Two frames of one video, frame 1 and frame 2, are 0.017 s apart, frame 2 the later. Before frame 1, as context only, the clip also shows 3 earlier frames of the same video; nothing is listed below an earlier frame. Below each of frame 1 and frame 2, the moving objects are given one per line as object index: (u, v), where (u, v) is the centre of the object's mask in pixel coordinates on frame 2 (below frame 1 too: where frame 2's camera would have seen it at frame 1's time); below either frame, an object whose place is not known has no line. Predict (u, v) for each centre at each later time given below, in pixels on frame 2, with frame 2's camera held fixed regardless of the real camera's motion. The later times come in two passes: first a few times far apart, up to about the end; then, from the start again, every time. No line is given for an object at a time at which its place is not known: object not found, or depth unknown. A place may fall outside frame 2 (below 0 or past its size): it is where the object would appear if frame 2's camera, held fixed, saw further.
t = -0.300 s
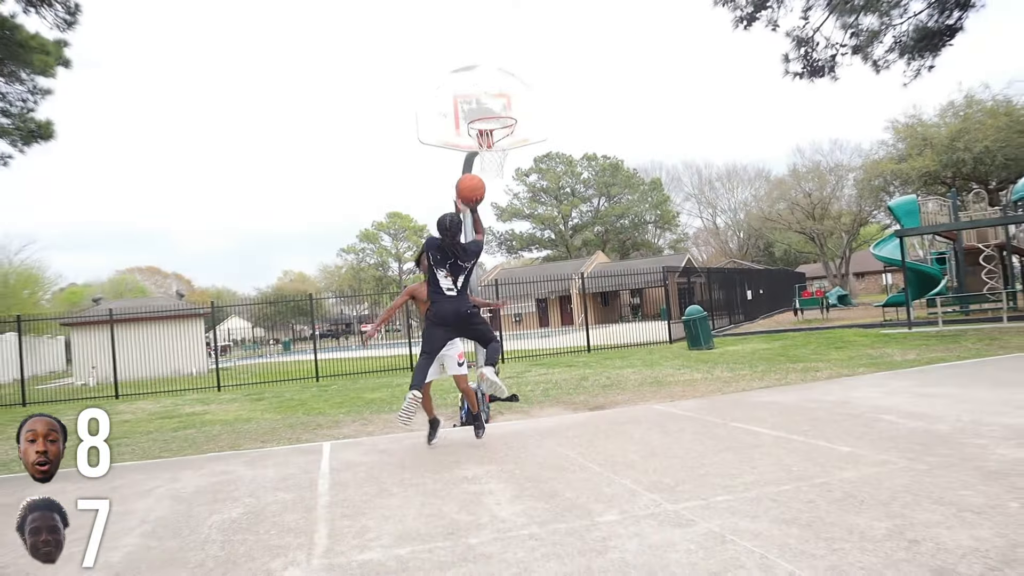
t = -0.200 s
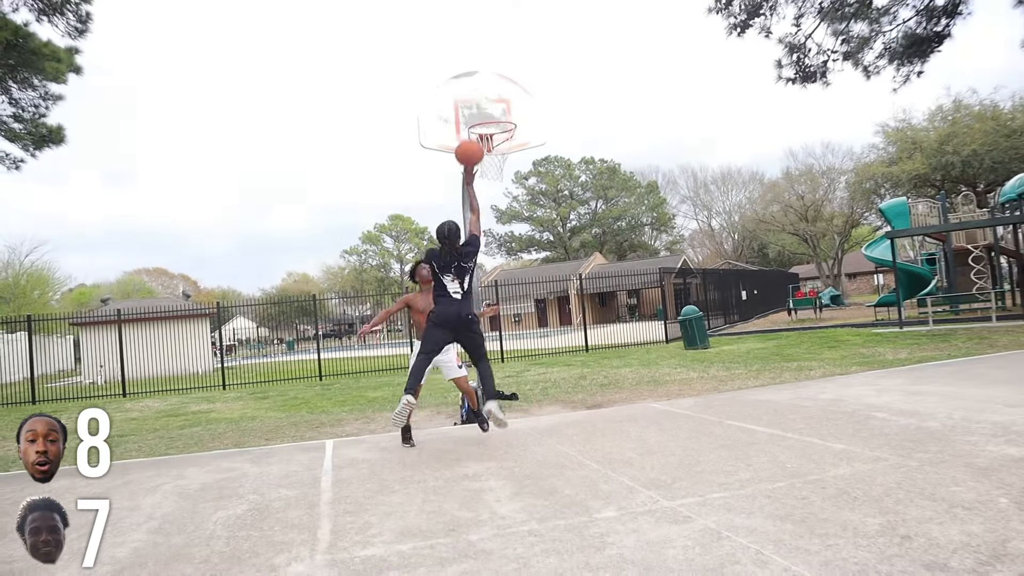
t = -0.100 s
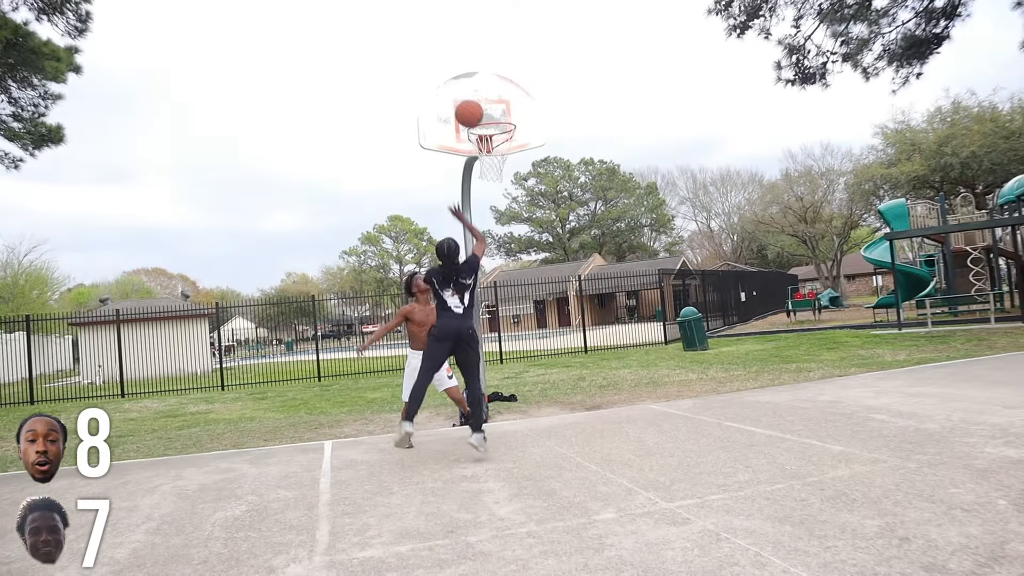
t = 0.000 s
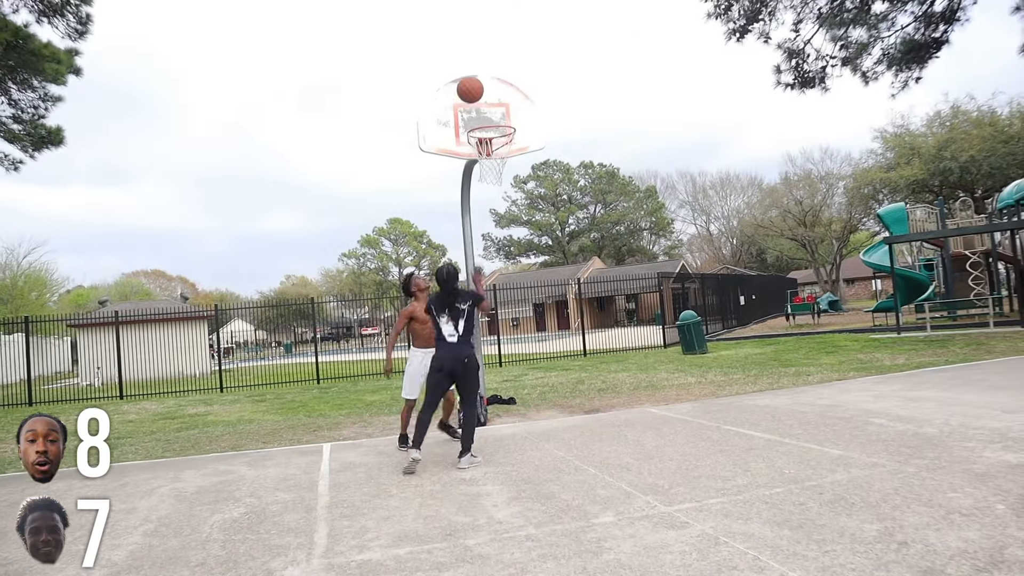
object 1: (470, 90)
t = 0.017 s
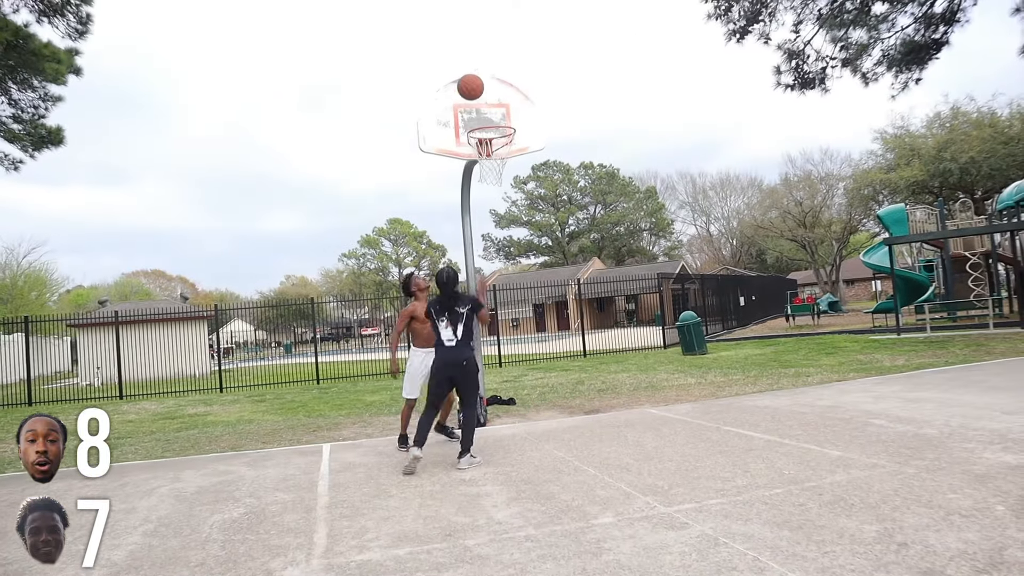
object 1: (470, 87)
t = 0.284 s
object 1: (476, 76)
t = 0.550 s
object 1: (488, 131)
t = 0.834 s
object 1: (503, 197)
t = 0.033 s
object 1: (471, 84)
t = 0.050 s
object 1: (471, 82)
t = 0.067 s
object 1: (471, 79)
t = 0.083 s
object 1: (472, 78)
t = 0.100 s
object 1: (472, 76)
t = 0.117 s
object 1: (472, 75)
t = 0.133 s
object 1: (472, 74)
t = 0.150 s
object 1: (473, 73)
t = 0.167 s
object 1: (473, 73)
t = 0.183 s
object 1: (474, 73)
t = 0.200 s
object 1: (474, 72)
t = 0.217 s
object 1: (474, 73)
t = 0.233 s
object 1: (475, 74)
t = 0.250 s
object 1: (475, 74)
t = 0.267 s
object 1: (476, 75)
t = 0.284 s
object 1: (476, 76)
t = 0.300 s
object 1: (477, 78)
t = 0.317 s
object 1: (478, 80)
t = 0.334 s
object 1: (479, 82)
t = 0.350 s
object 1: (479, 84)
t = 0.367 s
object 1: (480, 87)
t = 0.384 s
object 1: (480, 89)
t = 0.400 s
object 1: (481, 93)
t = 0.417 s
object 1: (482, 96)
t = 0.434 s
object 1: (483, 100)
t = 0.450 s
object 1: (483, 103)
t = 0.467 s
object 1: (484, 107)
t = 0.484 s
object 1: (485, 112)
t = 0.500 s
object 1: (485, 116)
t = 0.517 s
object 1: (486, 119)
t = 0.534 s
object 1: (487, 126)
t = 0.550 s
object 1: (488, 131)
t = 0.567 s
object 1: (488, 137)
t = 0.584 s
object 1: (489, 142)
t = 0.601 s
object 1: (489, 145)
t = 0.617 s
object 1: (490, 148)
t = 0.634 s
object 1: (490, 150)
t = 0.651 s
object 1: (494, 155)
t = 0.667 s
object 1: (496, 161)
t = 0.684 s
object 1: (497, 165)
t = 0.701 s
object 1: (497, 170)
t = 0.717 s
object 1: (498, 173)
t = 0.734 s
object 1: (499, 175)
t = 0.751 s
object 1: (499, 178)
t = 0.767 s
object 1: (500, 181)
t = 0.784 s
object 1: (501, 185)
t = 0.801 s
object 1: (501, 189)
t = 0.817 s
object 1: (502, 193)
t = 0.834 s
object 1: (503, 197)
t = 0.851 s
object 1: (504, 202)
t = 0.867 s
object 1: (504, 207)
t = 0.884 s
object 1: (505, 212)
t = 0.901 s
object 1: (506, 218)
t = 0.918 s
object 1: (507, 223)
